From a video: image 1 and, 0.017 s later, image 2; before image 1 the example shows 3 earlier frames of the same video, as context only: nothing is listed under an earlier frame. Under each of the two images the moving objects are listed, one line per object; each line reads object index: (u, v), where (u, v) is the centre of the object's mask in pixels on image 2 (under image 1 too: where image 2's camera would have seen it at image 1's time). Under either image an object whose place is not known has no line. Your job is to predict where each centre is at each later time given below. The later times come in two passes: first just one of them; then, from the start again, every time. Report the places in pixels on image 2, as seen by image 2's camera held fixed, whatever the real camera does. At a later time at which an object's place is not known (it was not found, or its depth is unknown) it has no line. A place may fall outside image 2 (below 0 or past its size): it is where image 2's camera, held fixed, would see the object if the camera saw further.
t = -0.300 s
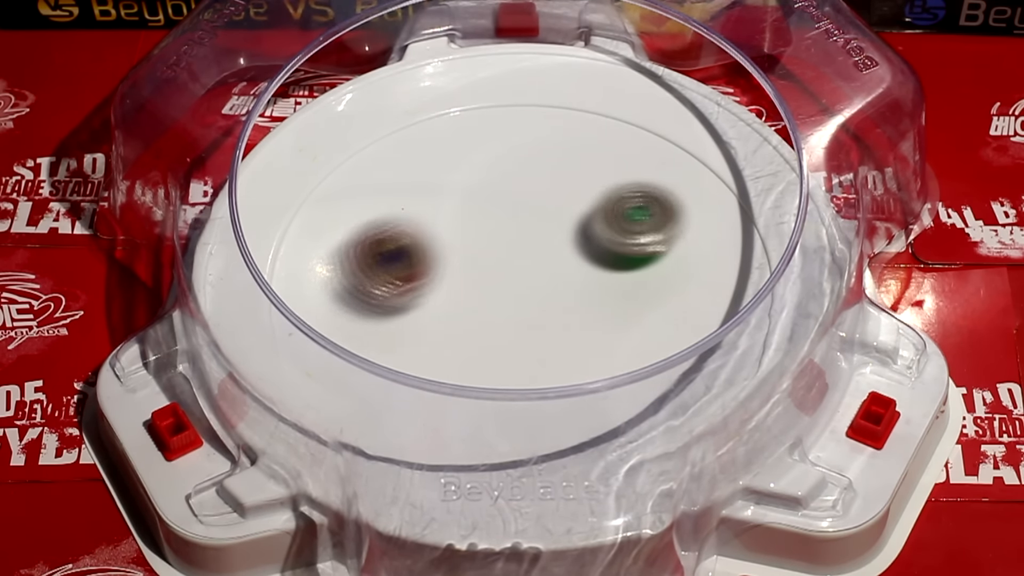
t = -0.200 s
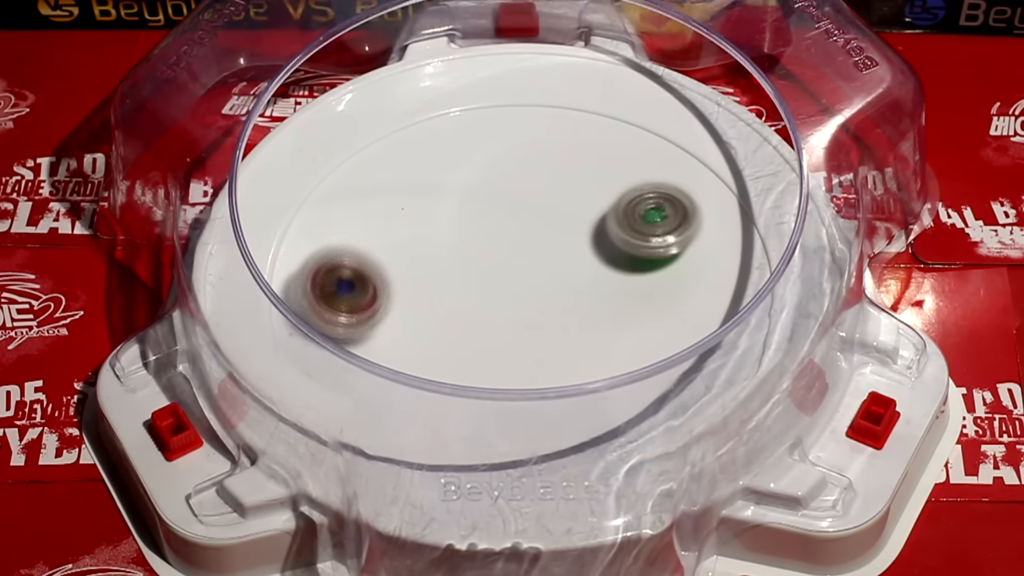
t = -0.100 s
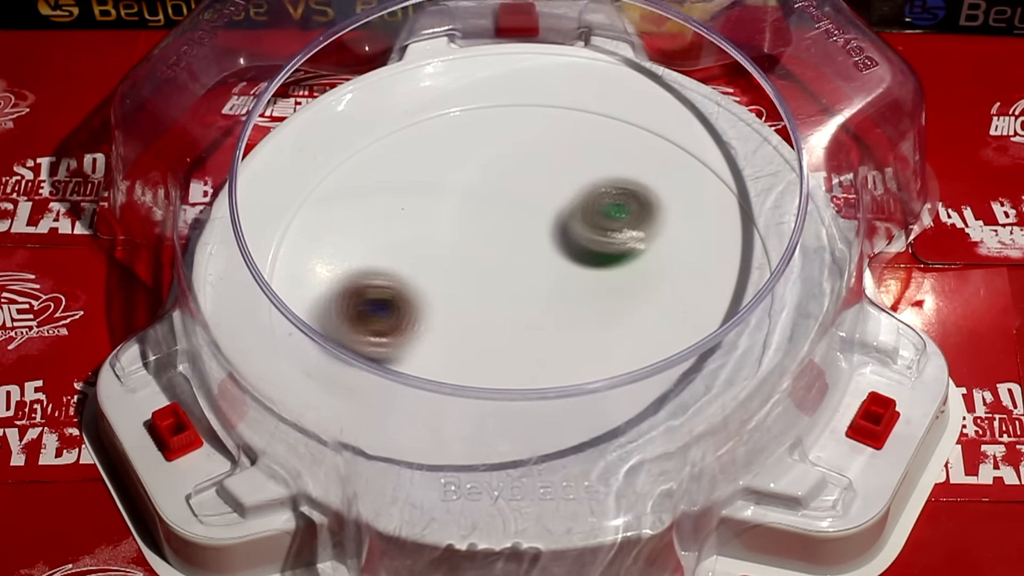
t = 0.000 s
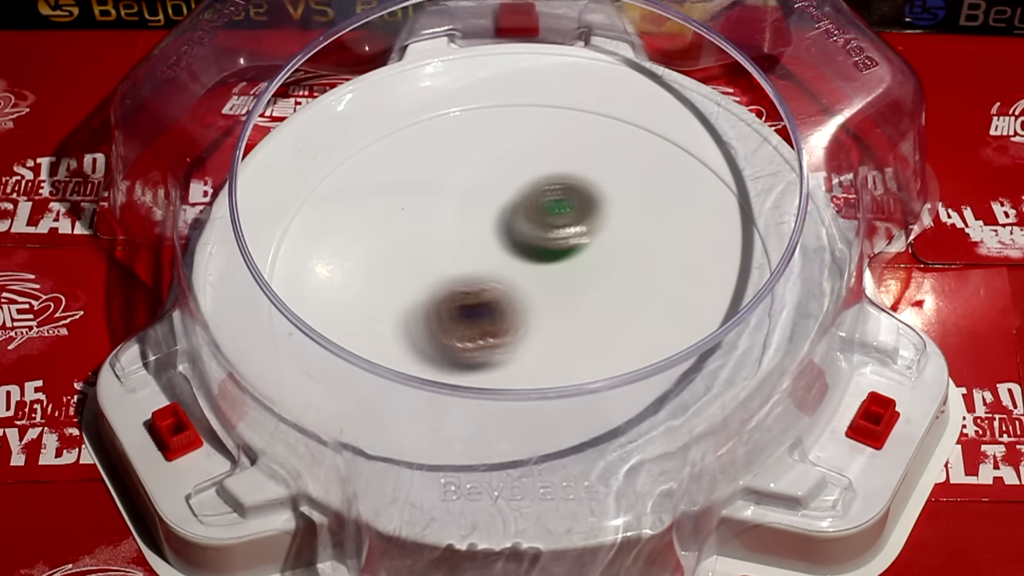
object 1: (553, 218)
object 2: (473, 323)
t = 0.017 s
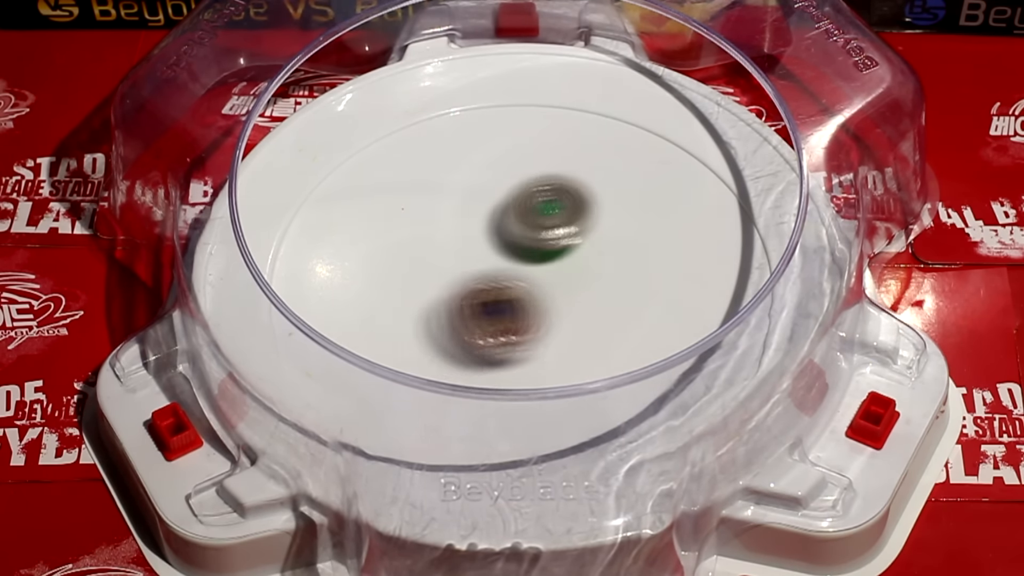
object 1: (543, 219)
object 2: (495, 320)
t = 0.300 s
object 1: (439, 298)
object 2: (730, 177)
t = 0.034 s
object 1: (534, 220)
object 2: (510, 317)
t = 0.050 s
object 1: (524, 221)
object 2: (537, 308)
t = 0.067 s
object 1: (515, 224)
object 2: (552, 304)
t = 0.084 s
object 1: (507, 227)
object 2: (574, 298)
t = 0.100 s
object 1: (498, 230)
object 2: (592, 287)
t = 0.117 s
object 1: (491, 234)
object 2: (616, 273)
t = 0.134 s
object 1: (483, 238)
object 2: (635, 265)
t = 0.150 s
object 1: (476, 243)
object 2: (654, 260)
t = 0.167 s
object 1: (470, 248)
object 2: (665, 252)
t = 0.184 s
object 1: (463, 254)
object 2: (674, 237)
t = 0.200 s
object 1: (457, 259)
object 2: (682, 223)
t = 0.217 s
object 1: (453, 265)
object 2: (693, 212)
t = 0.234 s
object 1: (449, 271)
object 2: (703, 203)
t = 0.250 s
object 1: (445, 277)
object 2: (718, 193)
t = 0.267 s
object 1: (442, 284)
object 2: (725, 191)
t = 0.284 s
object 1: (440, 291)
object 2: (730, 187)
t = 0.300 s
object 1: (439, 298)
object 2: (730, 177)
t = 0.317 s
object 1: (438, 305)
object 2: (730, 168)
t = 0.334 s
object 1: (439, 312)
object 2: (730, 162)
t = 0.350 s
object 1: (440, 319)
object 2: (732, 158)
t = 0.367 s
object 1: (441, 326)
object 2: (732, 155)
